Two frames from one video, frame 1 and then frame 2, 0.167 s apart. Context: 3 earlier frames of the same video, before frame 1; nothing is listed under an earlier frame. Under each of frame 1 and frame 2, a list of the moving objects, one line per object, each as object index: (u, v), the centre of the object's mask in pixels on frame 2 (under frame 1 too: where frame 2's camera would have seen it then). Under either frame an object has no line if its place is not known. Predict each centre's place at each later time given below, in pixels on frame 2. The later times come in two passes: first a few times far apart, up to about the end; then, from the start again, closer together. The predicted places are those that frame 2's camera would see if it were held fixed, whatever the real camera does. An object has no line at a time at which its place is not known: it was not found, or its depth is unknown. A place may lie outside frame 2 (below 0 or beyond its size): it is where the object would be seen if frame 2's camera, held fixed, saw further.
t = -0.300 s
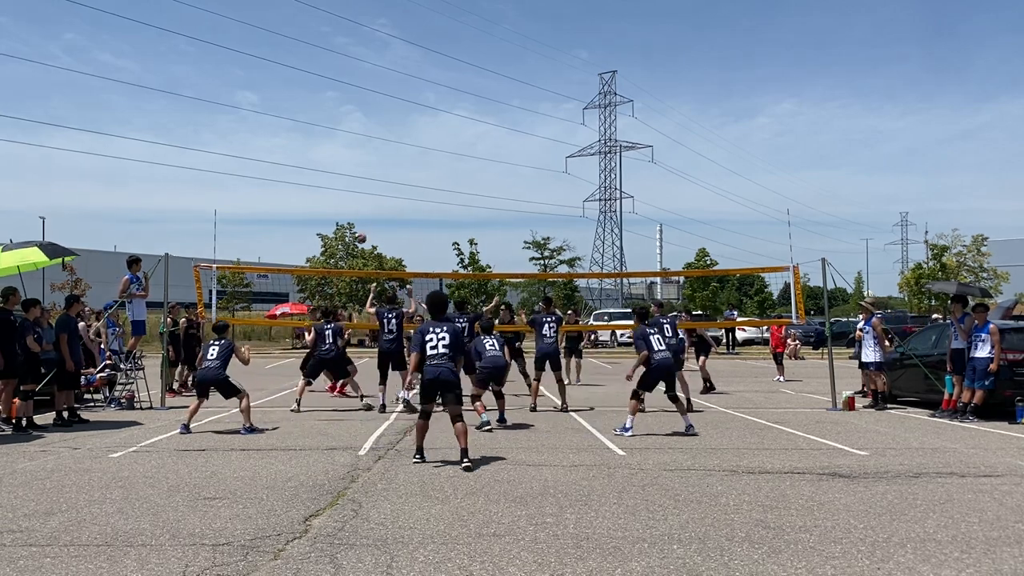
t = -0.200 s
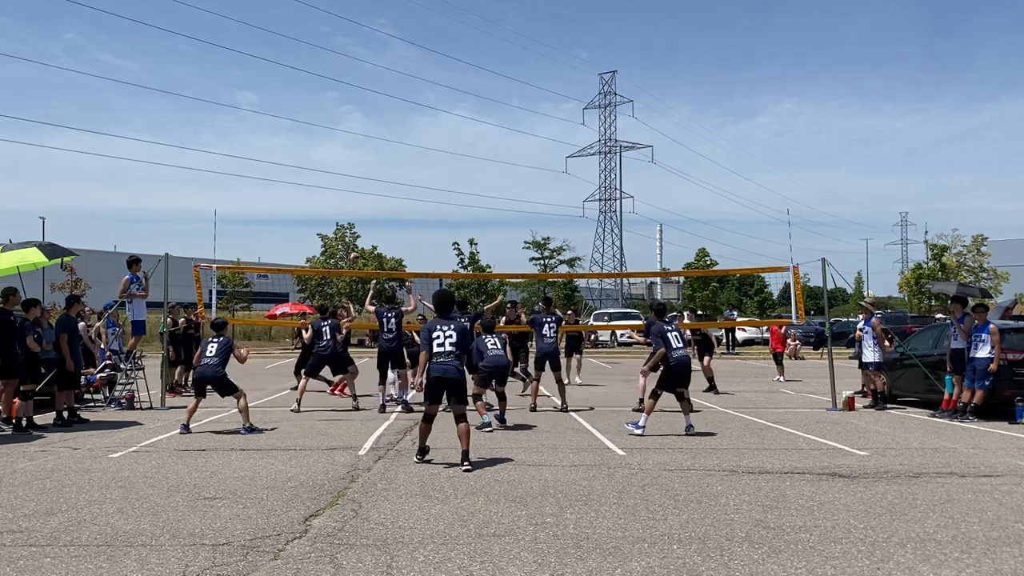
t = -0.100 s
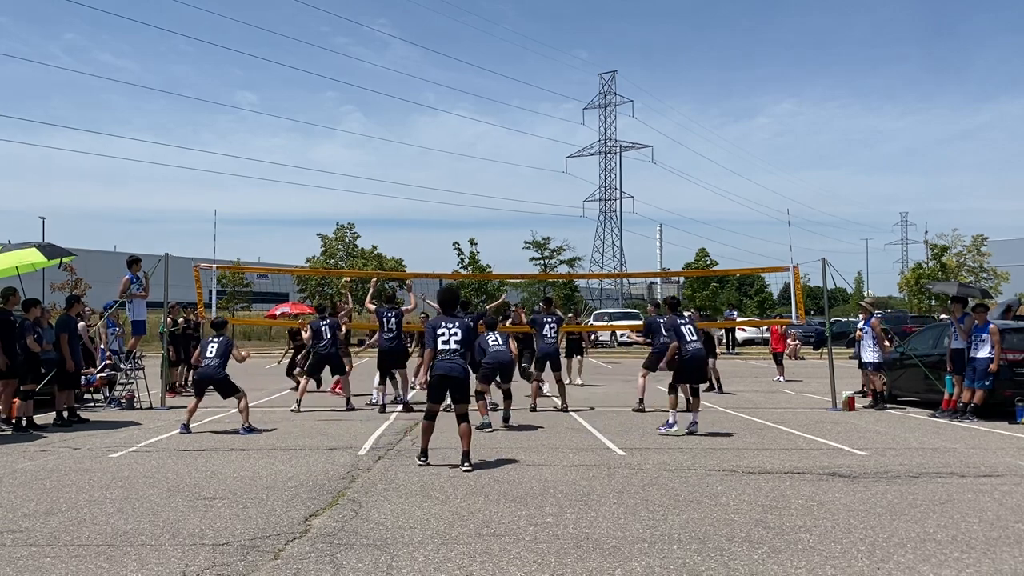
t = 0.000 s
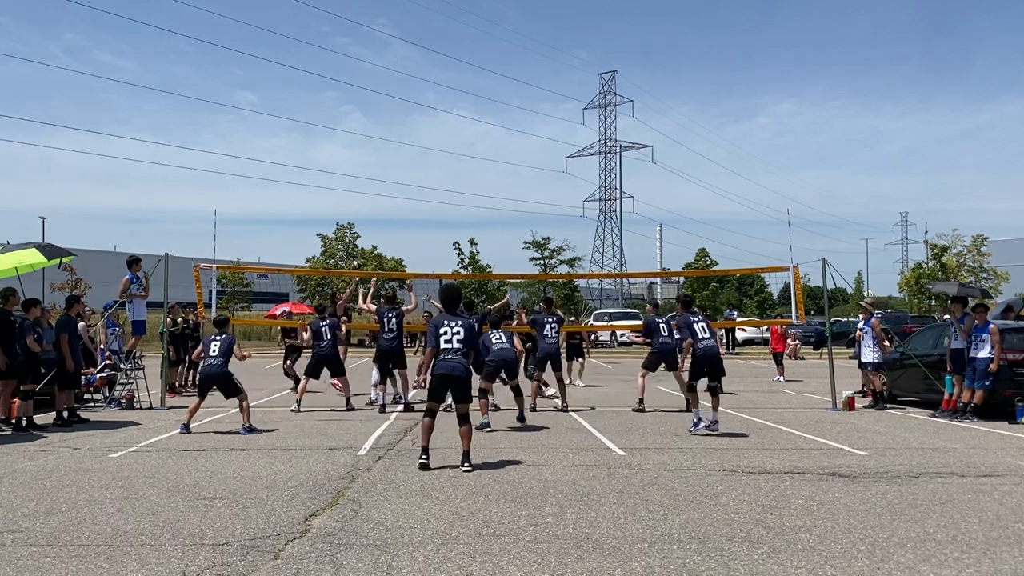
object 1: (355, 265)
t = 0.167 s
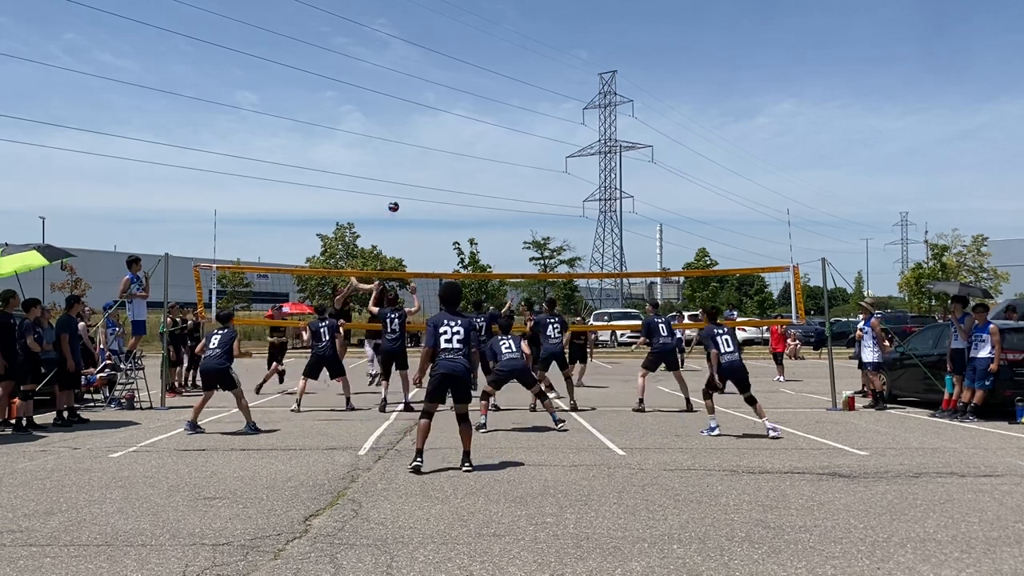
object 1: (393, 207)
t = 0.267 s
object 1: (416, 179)
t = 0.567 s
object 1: (483, 129)
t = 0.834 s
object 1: (541, 127)
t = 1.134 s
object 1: (604, 165)
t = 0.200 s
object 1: (401, 197)
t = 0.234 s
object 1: (408, 187)
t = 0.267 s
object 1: (416, 179)
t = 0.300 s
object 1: (423, 171)
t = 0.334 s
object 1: (431, 163)
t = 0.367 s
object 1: (438, 157)
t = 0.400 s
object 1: (446, 151)
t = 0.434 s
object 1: (453, 145)
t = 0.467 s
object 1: (461, 140)
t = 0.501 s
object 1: (468, 136)
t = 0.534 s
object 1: (475, 133)
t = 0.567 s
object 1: (483, 129)
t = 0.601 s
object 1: (490, 127)
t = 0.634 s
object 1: (497, 125)
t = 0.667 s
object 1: (504, 124)
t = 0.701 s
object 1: (512, 123)
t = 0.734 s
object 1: (519, 123)
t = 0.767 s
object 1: (526, 124)
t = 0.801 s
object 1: (533, 125)
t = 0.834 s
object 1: (541, 127)
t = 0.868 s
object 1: (548, 129)
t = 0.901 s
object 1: (555, 132)
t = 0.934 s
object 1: (562, 135)
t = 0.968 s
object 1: (569, 139)
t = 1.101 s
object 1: (597, 159)
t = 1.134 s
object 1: (604, 165)
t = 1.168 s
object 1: (611, 173)
